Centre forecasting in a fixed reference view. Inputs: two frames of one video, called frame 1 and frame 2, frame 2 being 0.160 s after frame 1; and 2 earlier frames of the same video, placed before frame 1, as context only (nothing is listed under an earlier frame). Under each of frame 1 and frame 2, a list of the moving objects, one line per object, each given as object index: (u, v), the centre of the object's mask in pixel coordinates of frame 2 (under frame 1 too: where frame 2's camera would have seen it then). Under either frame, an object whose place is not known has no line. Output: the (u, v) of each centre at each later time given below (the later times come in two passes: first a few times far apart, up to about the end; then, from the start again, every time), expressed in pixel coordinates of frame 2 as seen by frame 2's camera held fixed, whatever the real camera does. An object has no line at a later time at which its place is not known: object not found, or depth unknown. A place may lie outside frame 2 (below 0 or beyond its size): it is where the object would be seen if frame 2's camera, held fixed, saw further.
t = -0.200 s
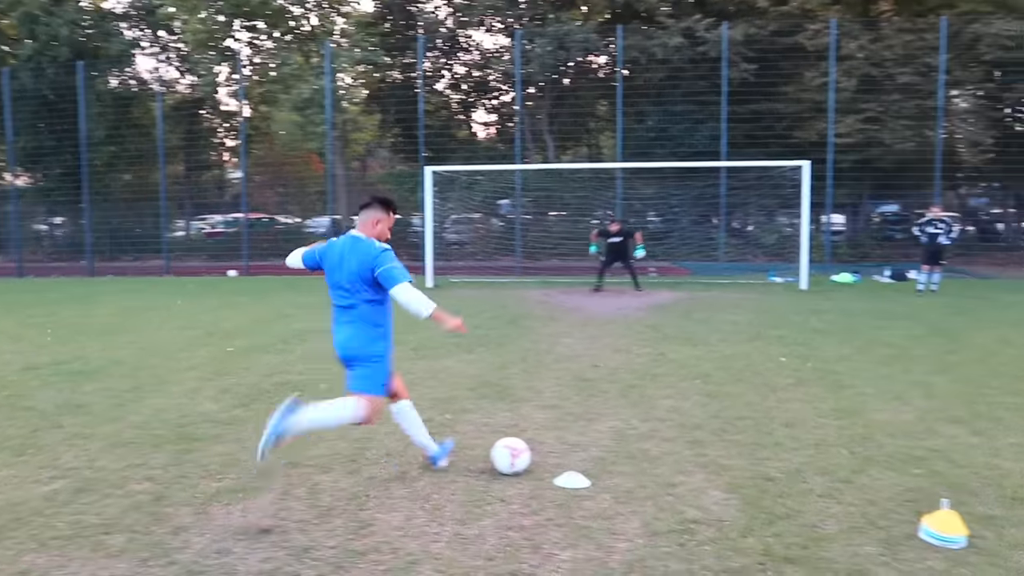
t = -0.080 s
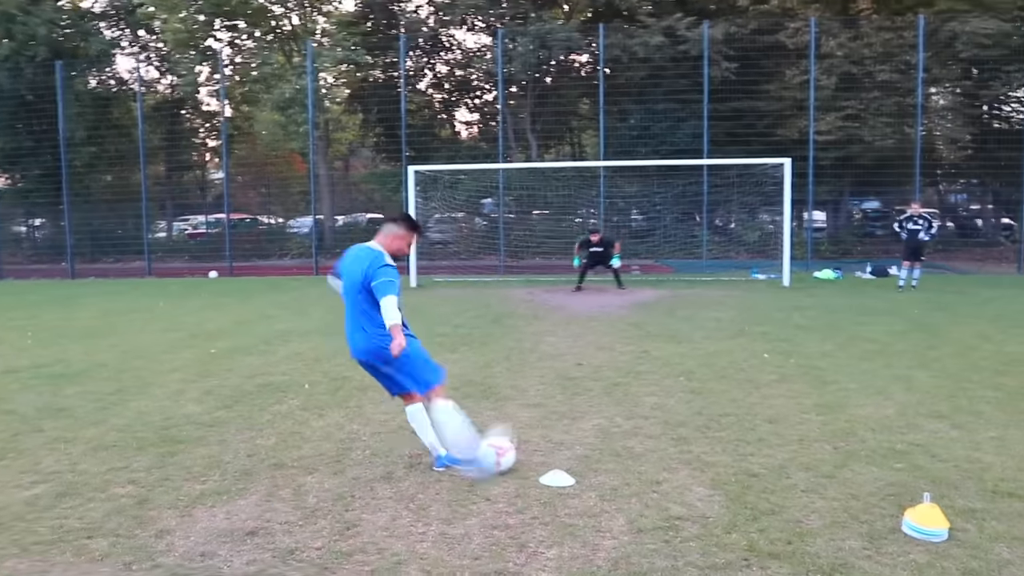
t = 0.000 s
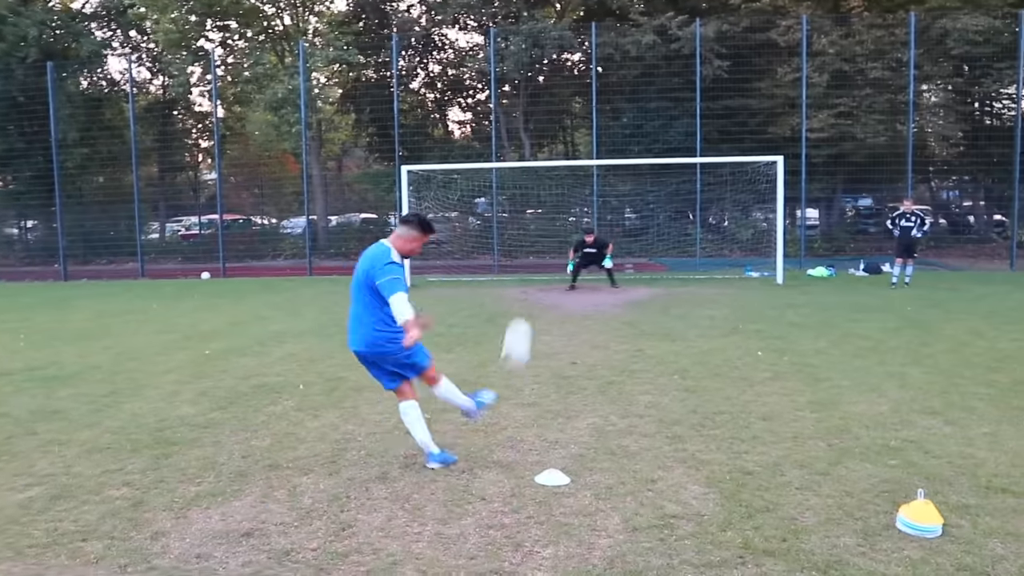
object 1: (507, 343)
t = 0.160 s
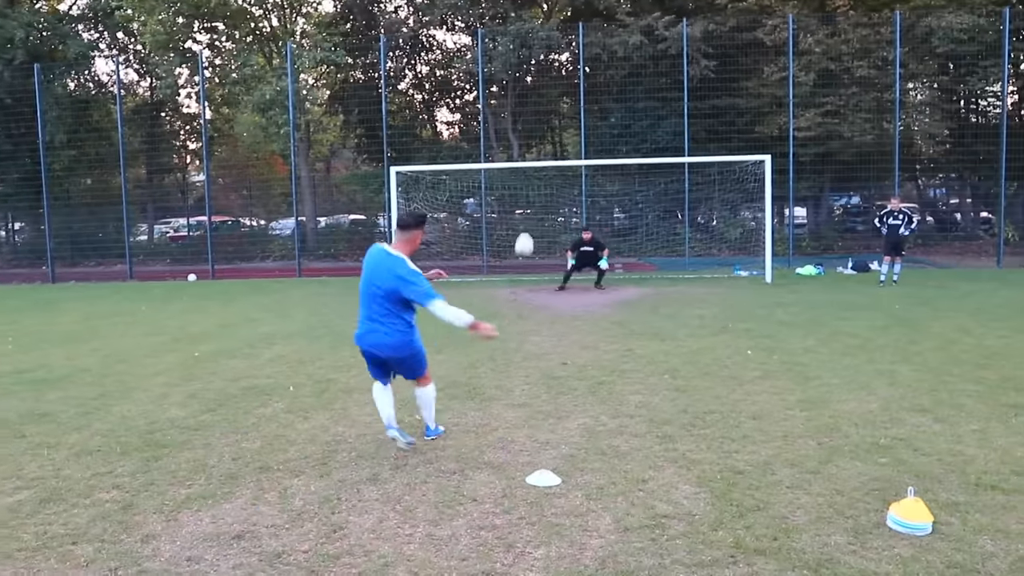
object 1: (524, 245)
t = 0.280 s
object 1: (526, 218)
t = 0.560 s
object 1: (522, 208)
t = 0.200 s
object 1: (525, 233)
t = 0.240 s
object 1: (526, 225)
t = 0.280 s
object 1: (526, 218)
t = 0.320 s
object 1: (526, 214)
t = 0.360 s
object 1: (526, 211)
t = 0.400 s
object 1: (525, 209)
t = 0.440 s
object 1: (524, 209)
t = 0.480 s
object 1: (522, 209)
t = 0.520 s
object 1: (521, 209)
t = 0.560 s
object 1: (522, 208)
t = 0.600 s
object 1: (522, 209)
